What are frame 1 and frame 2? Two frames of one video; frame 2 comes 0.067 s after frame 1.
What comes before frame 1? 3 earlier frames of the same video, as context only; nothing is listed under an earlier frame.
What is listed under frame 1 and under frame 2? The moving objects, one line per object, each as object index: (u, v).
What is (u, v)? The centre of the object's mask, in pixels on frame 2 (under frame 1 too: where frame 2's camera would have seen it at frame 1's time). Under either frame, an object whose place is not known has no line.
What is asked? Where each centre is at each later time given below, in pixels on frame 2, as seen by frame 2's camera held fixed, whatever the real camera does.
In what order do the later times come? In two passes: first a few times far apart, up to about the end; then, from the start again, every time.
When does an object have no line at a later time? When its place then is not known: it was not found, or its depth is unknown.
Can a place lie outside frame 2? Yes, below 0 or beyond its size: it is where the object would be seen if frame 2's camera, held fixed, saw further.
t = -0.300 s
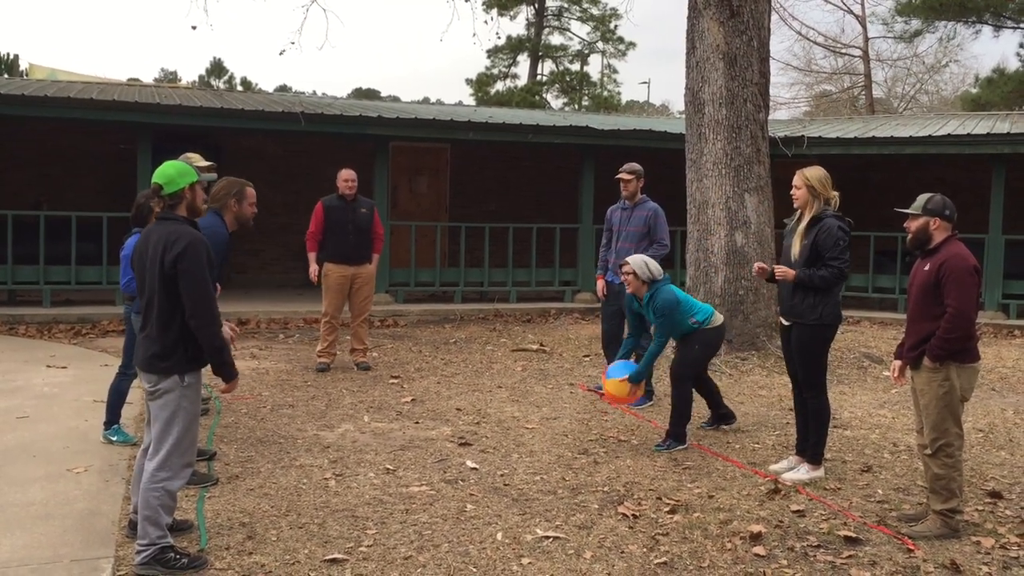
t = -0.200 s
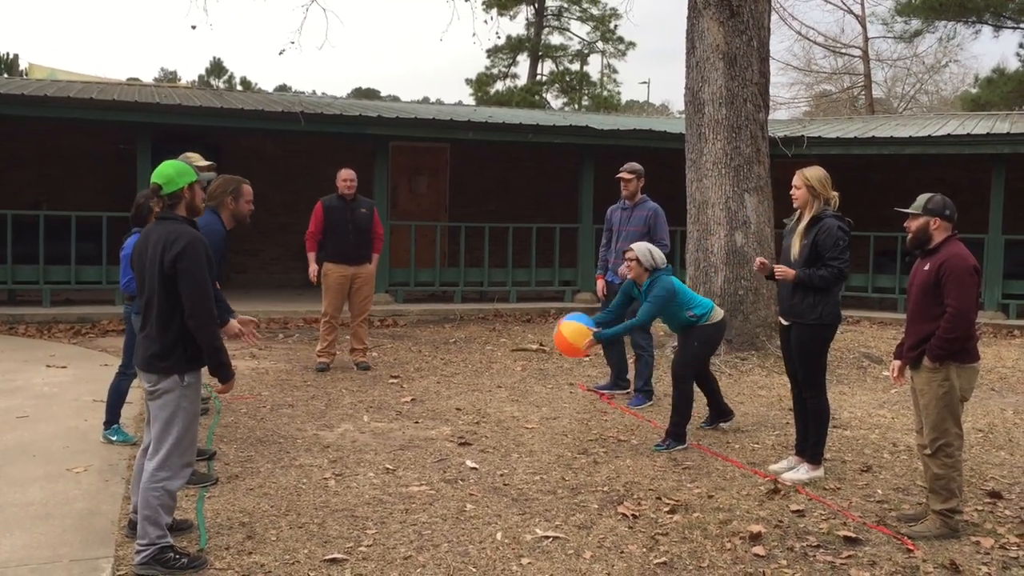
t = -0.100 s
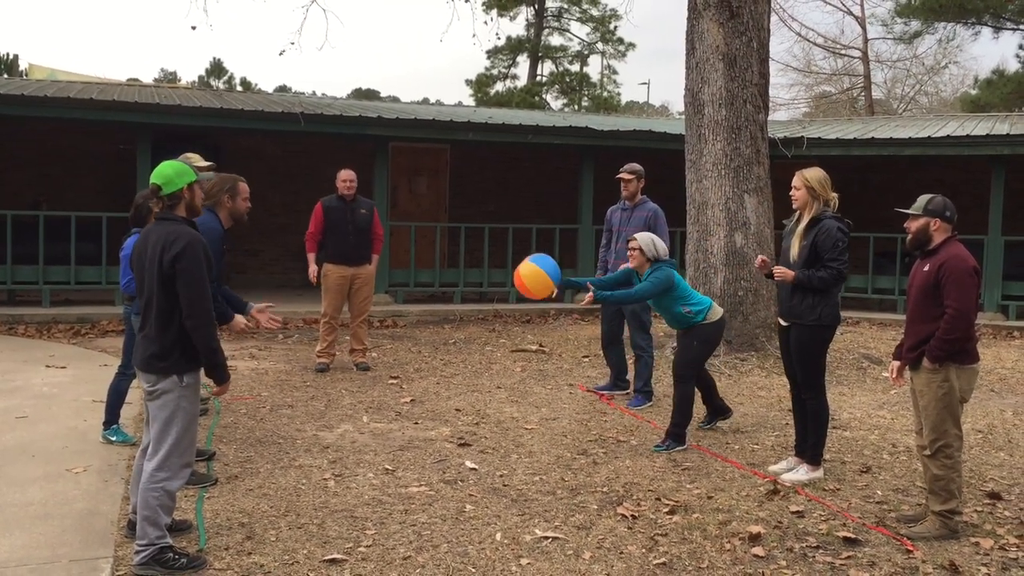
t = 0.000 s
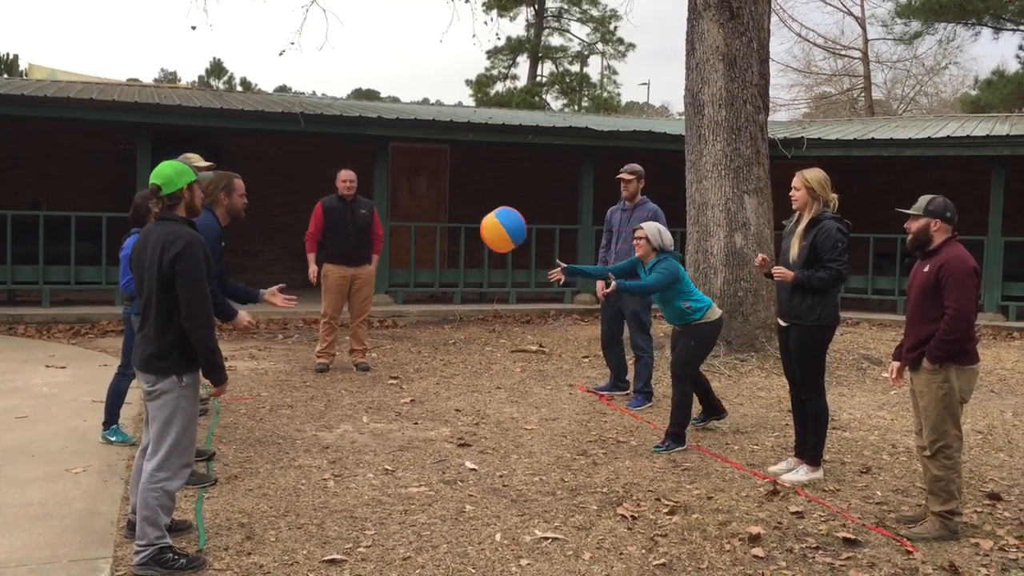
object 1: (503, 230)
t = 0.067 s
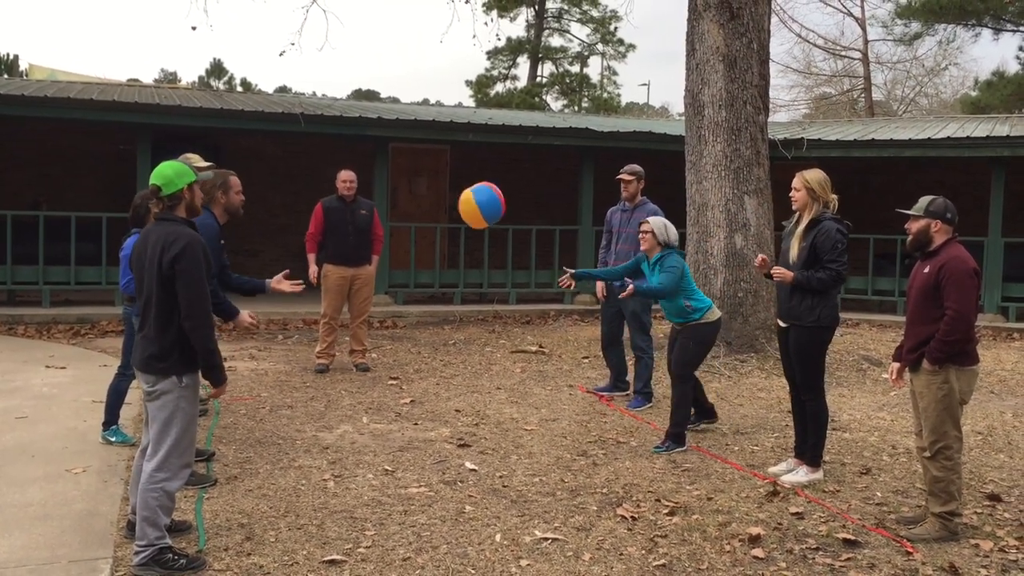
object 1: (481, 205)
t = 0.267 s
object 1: (420, 166)
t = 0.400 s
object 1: (382, 170)
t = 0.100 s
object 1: (471, 195)
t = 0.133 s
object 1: (460, 186)
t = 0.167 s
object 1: (450, 179)
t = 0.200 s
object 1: (440, 173)
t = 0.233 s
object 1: (430, 169)
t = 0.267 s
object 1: (420, 166)
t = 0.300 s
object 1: (410, 165)
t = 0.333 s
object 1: (400, 165)
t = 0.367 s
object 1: (391, 167)
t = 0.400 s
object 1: (382, 170)
